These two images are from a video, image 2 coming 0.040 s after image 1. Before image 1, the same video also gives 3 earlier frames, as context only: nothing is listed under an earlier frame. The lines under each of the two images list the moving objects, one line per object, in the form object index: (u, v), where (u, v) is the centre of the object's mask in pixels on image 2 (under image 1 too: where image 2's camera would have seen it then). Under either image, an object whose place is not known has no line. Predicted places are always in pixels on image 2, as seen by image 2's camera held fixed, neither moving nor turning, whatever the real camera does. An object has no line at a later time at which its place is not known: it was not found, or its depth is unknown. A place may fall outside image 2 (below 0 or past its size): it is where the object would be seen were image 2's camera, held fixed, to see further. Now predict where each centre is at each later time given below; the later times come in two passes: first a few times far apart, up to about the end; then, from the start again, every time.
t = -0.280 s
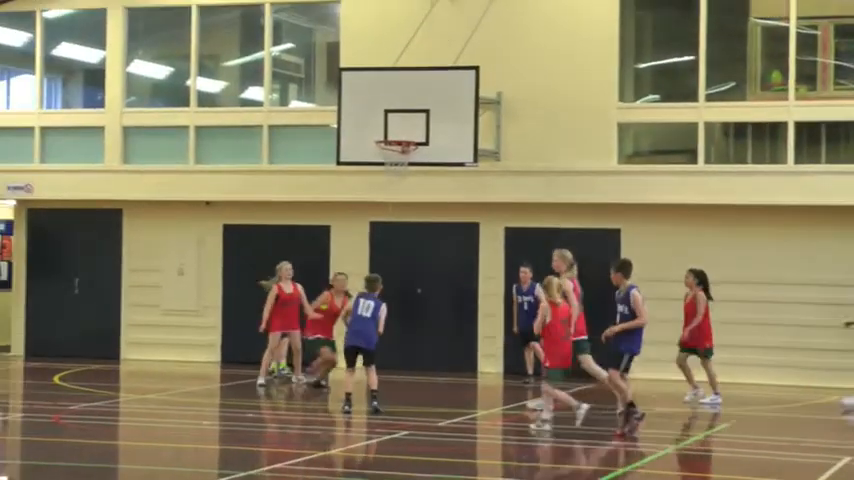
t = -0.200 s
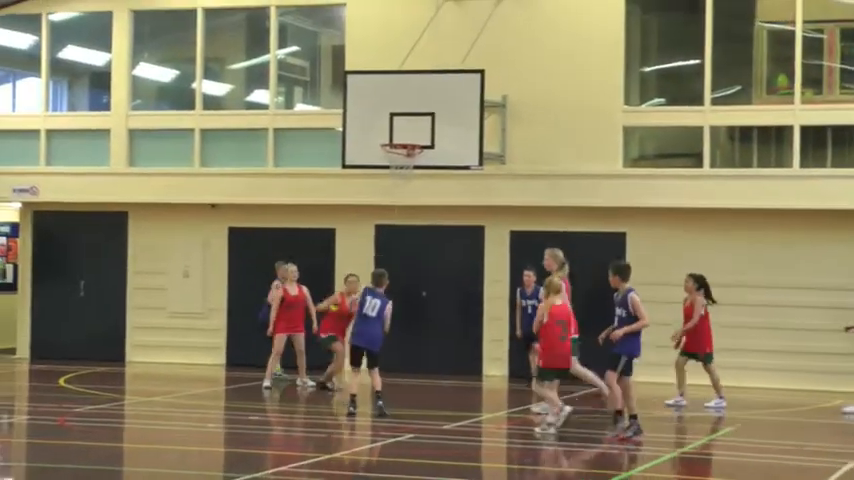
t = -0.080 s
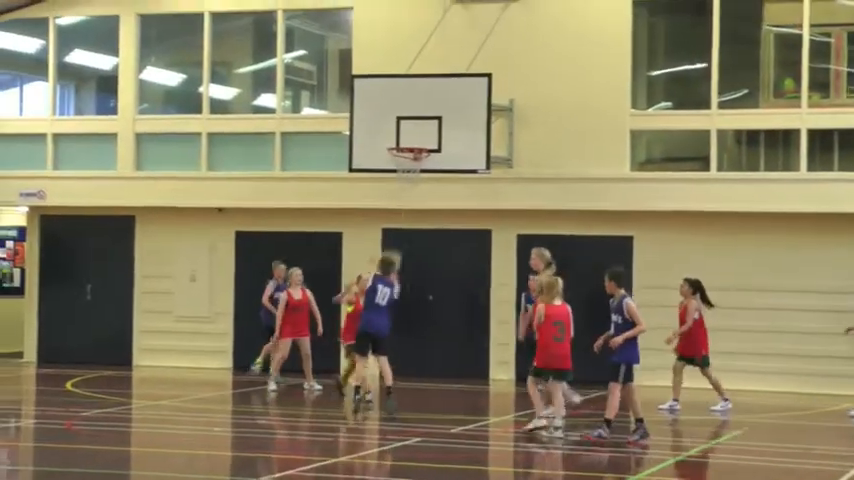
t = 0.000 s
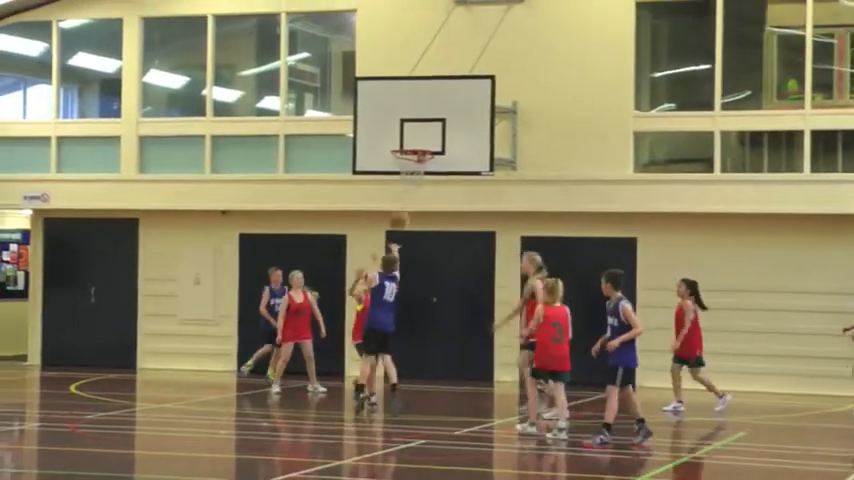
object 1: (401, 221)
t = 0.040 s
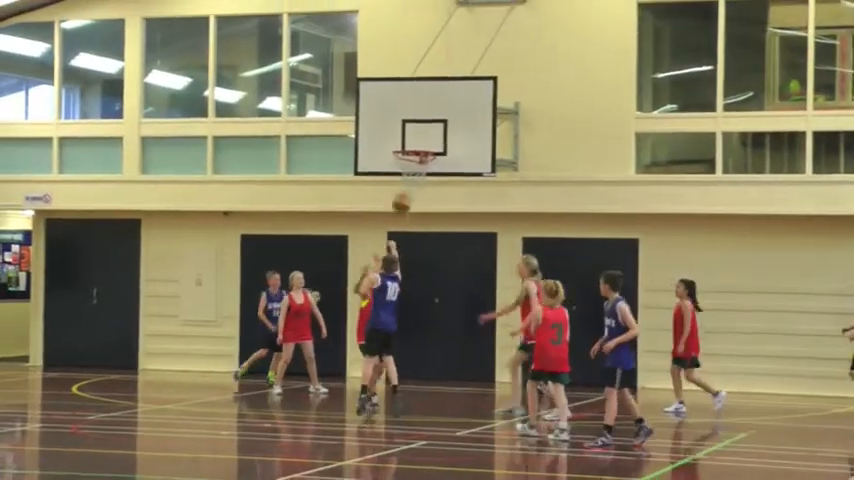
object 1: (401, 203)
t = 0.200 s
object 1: (409, 143)
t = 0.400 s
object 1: (417, 102)
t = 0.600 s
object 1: (425, 95)
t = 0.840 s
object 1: (422, 125)
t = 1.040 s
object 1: (410, 148)
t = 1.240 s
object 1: (417, 144)
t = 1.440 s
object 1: (403, 150)
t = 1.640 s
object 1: (420, 174)
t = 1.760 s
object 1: (422, 189)
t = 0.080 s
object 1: (403, 186)
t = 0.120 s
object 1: (405, 169)
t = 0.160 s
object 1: (407, 156)
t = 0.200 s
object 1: (409, 143)
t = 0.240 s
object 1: (411, 131)
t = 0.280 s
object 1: (412, 122)
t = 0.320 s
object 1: (414, 112)
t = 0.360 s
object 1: (416, 107)
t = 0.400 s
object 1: (417, 102)
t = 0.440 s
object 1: (419, 98)
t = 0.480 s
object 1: (420, 95)
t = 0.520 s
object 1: (422, 94)
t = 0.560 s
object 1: (424, 93)
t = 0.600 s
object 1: (425, 95)
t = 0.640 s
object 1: (426, 97)
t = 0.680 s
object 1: (427, 101)
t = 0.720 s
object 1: (428, 106)
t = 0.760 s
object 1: (430, 111)
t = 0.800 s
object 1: (427, 117)
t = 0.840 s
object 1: (422, 125)
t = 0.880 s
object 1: (417, 133)
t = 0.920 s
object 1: (411, 143)
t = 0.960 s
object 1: (409, 148)
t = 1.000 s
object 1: (410, 148)
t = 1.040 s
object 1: (410, 148)
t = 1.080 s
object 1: (413, 147)
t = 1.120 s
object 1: (415, 146)
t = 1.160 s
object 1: (417, 145)
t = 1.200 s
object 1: (418, 145)
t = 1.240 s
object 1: (417, 144)
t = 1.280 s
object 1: (414, 144)
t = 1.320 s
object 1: (411, 143)
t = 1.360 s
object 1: (408, 145)
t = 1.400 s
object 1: (405, 146)
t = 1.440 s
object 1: (403, 150)
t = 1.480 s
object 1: (405, 152)
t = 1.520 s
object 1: (409, 157)
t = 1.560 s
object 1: (413, 164)
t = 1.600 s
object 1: (417, 168)
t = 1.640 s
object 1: (420, 174)
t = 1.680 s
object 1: (421, 178)
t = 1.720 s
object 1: (421, 182)
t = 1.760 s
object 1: (422, 189)
